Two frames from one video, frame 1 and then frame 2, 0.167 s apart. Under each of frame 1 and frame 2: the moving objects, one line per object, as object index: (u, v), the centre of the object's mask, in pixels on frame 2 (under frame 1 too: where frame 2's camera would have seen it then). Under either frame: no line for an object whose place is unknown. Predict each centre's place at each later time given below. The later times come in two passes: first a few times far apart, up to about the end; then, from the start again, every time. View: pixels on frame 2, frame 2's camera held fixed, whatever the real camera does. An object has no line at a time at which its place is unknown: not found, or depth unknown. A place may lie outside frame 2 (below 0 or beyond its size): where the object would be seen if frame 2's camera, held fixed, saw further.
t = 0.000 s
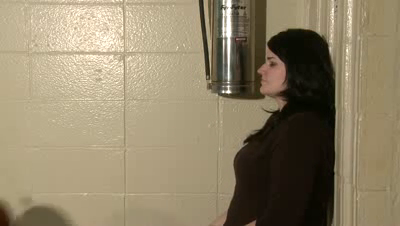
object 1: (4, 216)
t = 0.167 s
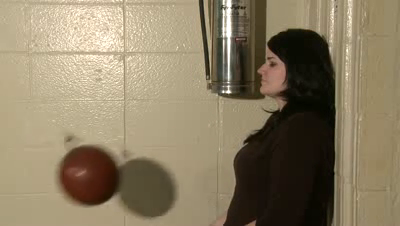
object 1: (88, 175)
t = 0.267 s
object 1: (137, 149)
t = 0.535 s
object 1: (208, 109)
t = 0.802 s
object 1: (190, 119)
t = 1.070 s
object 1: (79, 180)
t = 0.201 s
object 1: (106, 166)
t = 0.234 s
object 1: (122, 157)
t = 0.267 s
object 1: (137, 149)
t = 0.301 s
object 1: (151, 141)
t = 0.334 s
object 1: (163, 135)
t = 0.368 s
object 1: (174, 128)
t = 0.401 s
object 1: (184, 123)
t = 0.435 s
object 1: (192, 118)
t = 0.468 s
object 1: (199, 114)
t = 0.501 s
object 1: (204, 111)
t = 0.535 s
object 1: (208, 109)
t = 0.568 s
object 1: (211, 107)
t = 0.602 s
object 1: (212, 106)
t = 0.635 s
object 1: (212, 106)
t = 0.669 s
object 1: (210, 107)
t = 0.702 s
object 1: (207, 109)
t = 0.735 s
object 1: (203, 112)
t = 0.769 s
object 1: (197, 115)
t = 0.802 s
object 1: (190, 119)
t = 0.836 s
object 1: (181, 124)
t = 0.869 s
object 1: (171, 130)
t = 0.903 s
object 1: (159, 137)
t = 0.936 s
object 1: (146, 144)
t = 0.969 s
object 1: (131, 152)
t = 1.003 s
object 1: (115, 161)
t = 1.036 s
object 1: (97, 170)
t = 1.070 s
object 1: (79, 180)
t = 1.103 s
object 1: (58, 190)
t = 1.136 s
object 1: (35, 199)
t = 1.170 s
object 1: (20, 204)
